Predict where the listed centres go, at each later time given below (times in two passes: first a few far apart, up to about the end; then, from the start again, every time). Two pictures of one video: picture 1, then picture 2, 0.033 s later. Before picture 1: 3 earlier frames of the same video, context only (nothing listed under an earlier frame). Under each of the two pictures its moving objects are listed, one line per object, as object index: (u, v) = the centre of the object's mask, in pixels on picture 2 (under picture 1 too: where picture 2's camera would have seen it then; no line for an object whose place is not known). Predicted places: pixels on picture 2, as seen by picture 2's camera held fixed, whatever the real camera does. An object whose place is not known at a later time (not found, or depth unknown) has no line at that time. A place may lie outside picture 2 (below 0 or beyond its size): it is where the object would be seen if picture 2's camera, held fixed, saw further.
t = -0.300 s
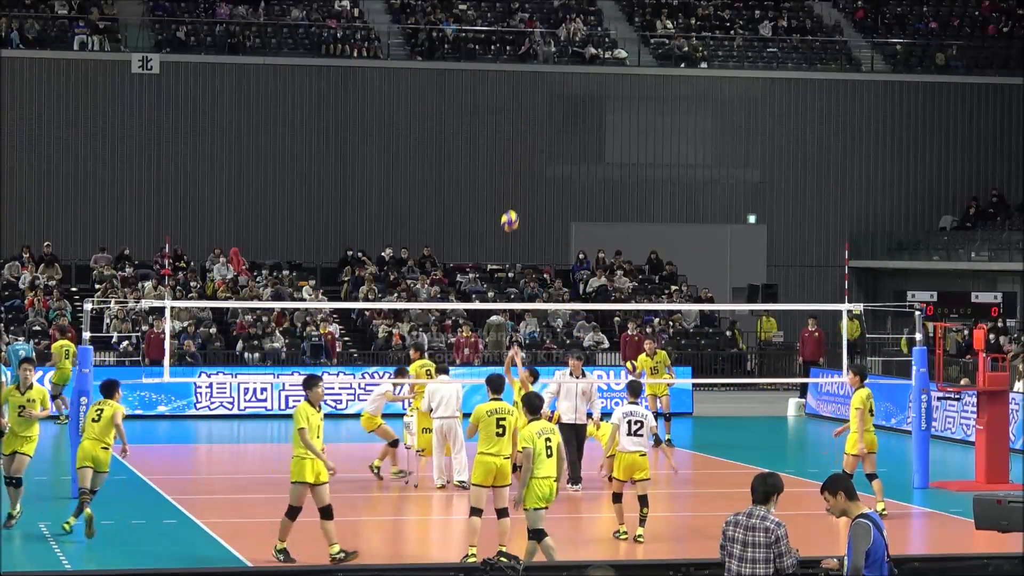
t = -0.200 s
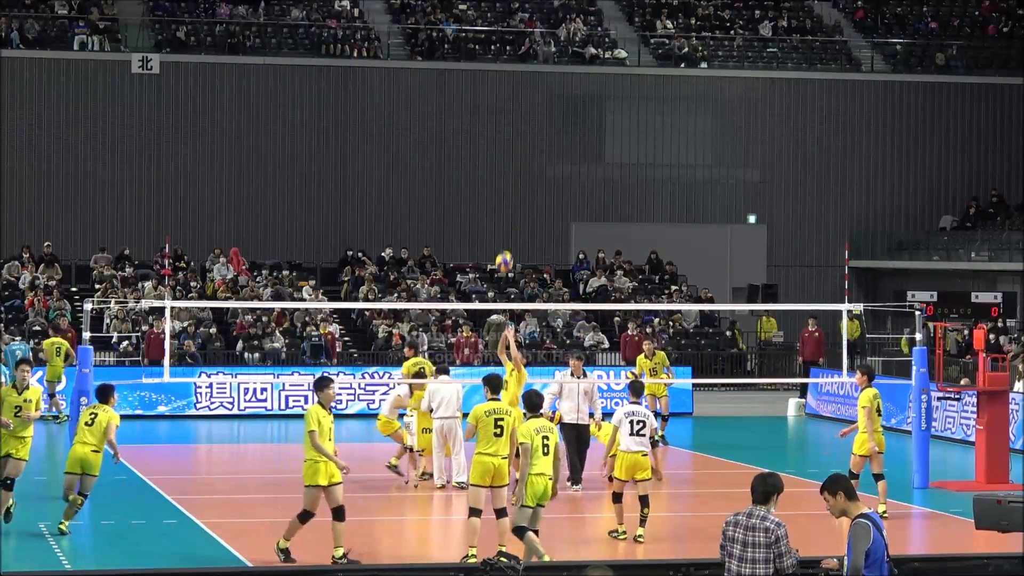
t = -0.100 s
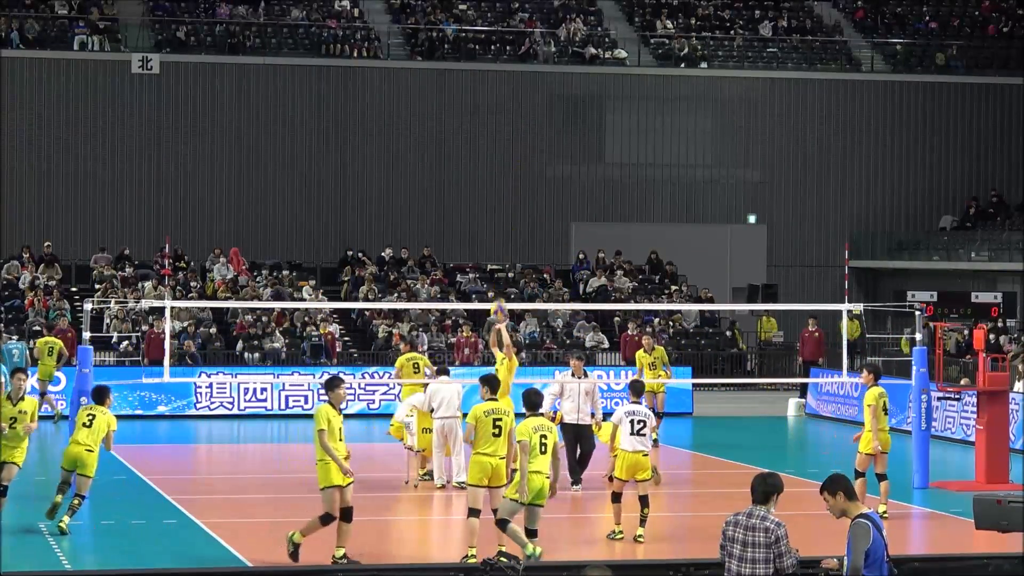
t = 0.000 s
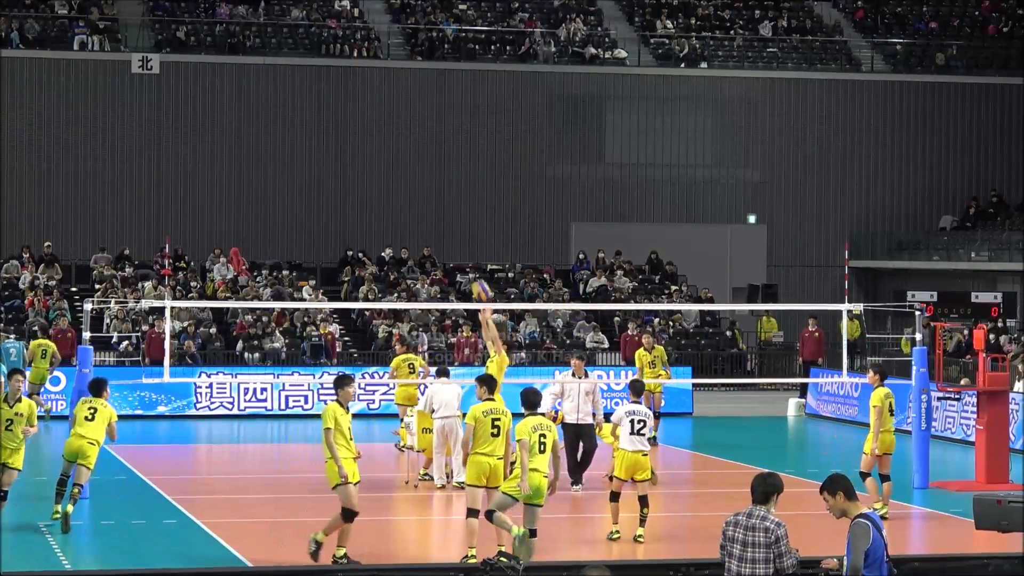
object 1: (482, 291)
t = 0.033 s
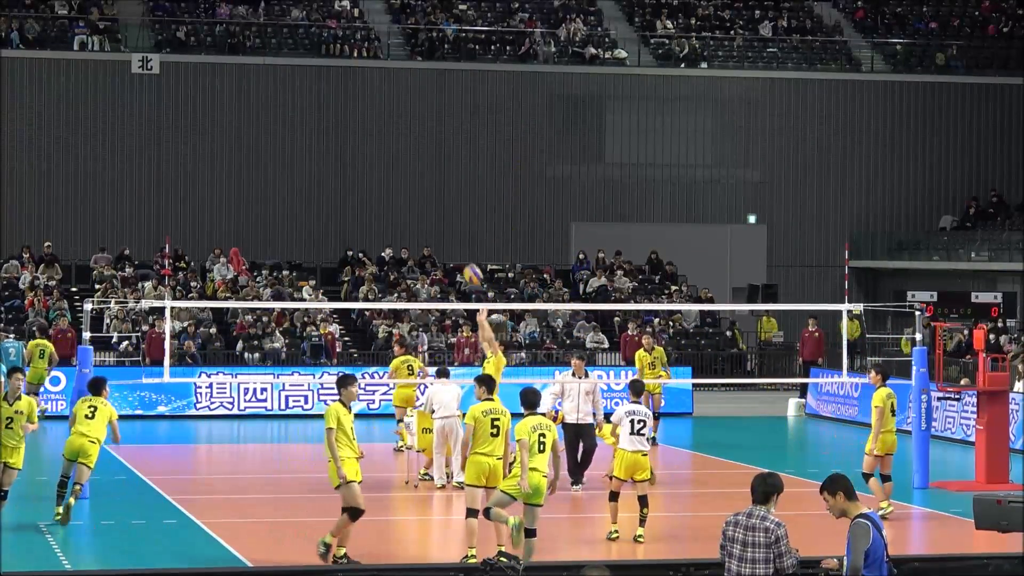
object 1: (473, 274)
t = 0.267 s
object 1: (418, 190)
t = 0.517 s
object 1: (362, 148)
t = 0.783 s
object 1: (304, 157)
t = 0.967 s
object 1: (265, 195)
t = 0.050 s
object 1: (469, 267)
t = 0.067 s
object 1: (465, 260)
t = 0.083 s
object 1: (460, 253)
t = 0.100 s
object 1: (456, 246)
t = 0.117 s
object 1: (453, 240)
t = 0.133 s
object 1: (449, 233)
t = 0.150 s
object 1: (445, 227)
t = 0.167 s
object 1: (441, 221)
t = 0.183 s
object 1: (437, 216)
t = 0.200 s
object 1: (433, 210)
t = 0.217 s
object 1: (429, 205)
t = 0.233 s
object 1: (425, 200)
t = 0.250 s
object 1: (422, 195)
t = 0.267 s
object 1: (418, 190)
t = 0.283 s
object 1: (414, 186)
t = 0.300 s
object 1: (410, 181)
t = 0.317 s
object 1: (407, 178)
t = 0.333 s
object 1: (403, 174)
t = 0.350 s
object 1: (399, 171)
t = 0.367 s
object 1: (395, 167)
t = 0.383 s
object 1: (392, 164)
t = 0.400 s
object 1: (388, 161)
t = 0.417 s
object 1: (384, 159)
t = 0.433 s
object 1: (381, 156)
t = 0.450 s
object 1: (377, 154)
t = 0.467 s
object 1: (373, 152)
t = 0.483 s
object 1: (370, 151)
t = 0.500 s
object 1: (366, 149)
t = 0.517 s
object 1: (362, 148)
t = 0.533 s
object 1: (359, 146)
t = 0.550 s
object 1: (355, 146)
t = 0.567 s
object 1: (351, 145)
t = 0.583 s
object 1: (348, 144)
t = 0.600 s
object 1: (344, 145)
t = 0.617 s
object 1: (340, 144)
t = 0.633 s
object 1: (336, 145)
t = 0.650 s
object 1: (333, 145)
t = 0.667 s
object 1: (329, 146)
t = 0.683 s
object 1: (326, 147)
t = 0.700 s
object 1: (322, 148)
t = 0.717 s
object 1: (319, 149)
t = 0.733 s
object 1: (315, 151)
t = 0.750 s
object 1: (311, 152)
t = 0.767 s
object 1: (308, 155)
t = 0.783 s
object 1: (304, 157)
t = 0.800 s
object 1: (301, 159)
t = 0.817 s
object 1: (297, 162)
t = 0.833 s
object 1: (293, 164)
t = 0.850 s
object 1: (290, 167)
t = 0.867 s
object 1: (286, 171)
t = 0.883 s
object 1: (283, 174)
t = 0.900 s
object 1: (279, 178)
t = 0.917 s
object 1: (275, 182)
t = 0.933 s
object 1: (272, 186)
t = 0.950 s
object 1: (268, 190)
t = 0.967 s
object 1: (265, 195)
